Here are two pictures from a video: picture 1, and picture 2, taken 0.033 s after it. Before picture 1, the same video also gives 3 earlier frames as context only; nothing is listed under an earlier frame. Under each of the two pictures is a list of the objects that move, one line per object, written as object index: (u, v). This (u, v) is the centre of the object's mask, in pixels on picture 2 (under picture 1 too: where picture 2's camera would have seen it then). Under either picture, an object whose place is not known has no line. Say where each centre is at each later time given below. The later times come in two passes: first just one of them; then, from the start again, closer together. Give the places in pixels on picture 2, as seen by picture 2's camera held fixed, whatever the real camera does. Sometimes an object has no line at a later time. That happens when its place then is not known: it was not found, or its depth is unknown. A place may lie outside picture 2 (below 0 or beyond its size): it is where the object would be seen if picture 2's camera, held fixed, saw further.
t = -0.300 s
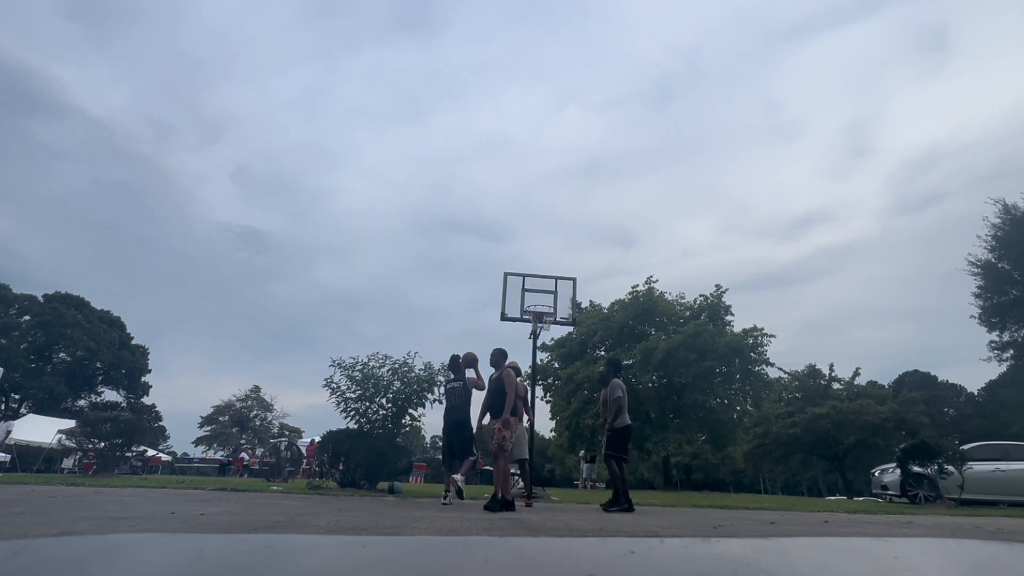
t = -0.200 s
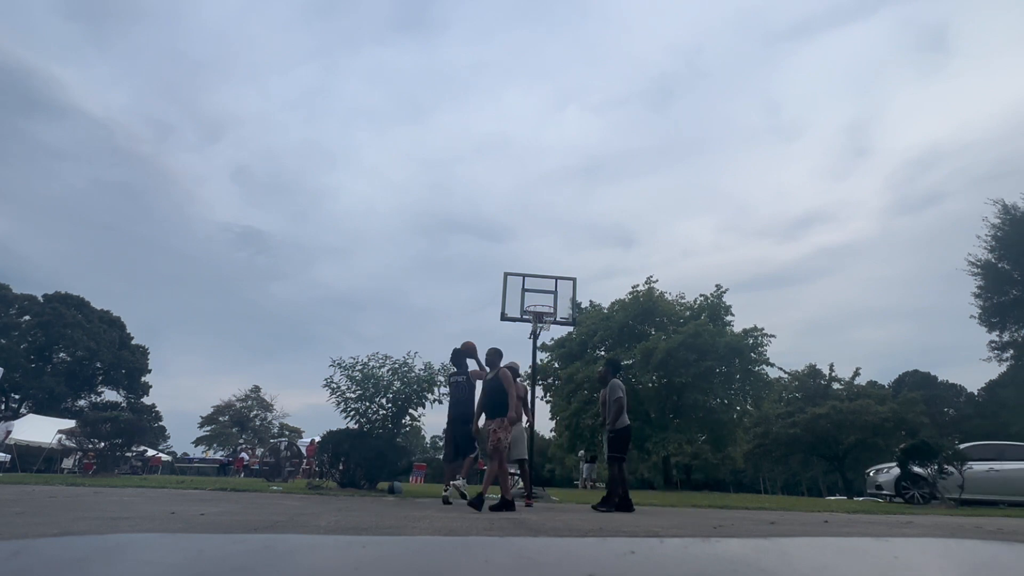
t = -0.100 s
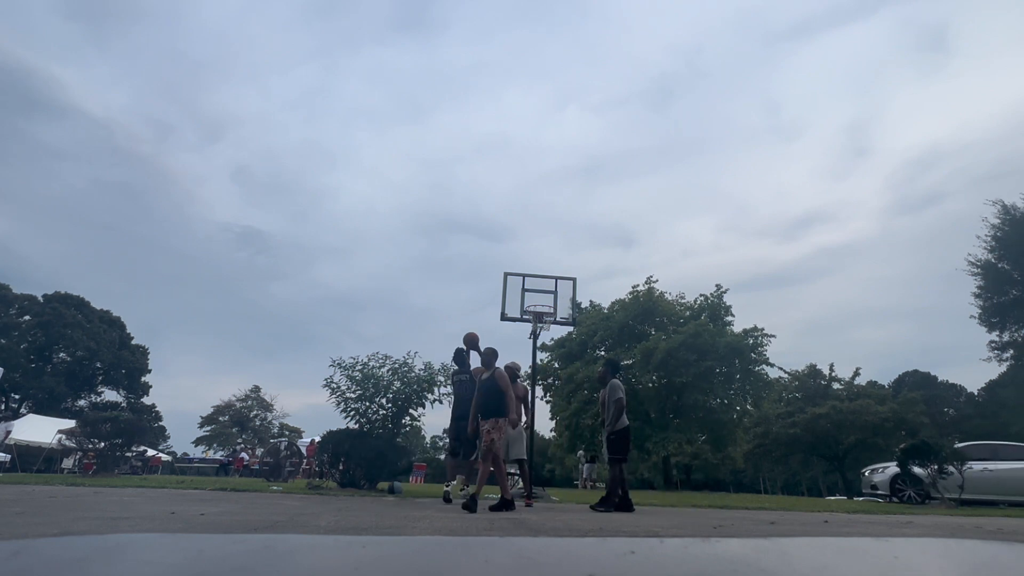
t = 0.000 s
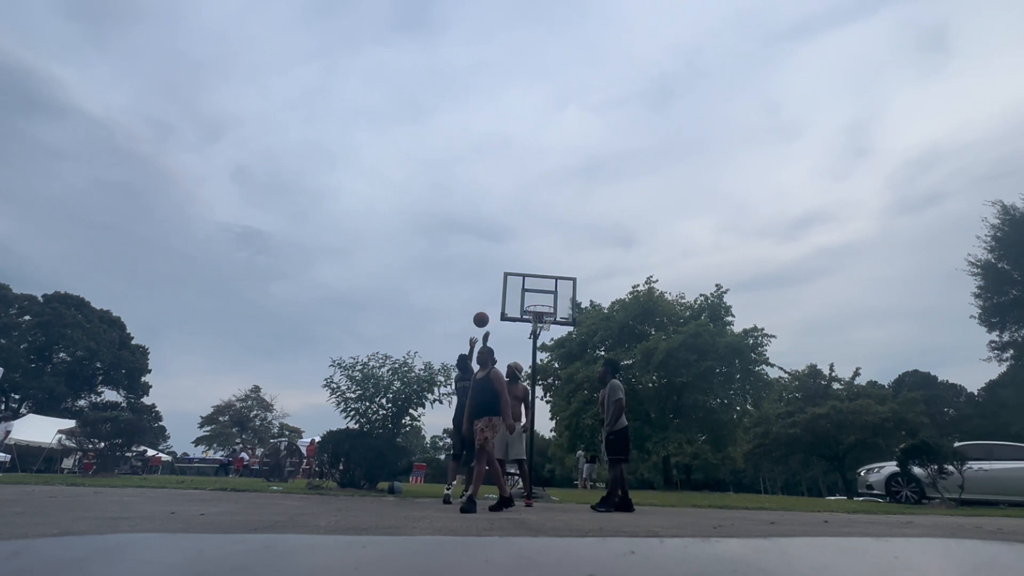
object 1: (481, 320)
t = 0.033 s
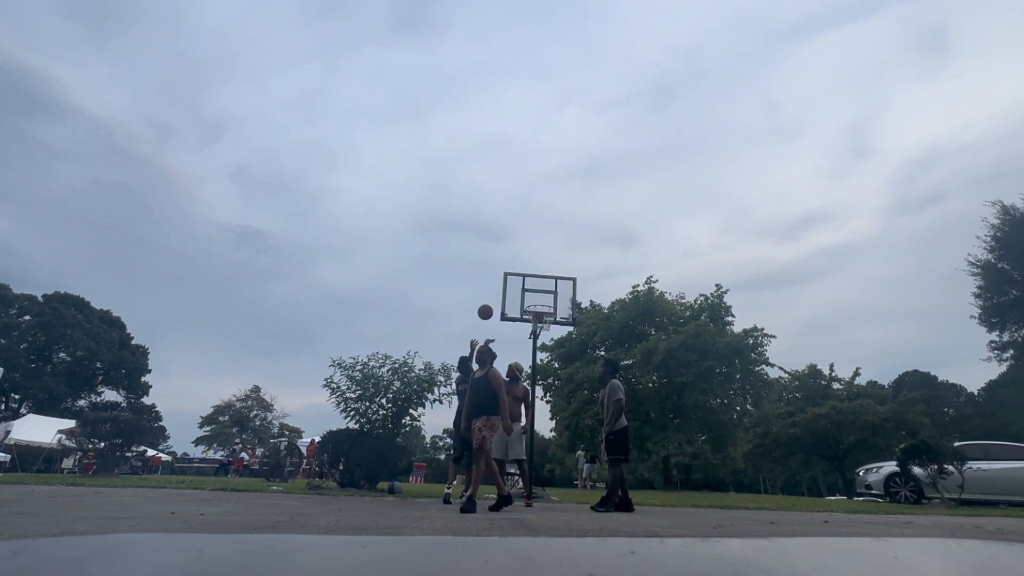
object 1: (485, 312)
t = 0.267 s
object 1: (513, 282)
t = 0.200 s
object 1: (505, 287)
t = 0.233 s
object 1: (509, 284)
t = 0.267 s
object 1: (513, 282)
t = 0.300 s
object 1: (516, 280)
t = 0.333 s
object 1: (520, 279)
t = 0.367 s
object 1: (523, 279)
